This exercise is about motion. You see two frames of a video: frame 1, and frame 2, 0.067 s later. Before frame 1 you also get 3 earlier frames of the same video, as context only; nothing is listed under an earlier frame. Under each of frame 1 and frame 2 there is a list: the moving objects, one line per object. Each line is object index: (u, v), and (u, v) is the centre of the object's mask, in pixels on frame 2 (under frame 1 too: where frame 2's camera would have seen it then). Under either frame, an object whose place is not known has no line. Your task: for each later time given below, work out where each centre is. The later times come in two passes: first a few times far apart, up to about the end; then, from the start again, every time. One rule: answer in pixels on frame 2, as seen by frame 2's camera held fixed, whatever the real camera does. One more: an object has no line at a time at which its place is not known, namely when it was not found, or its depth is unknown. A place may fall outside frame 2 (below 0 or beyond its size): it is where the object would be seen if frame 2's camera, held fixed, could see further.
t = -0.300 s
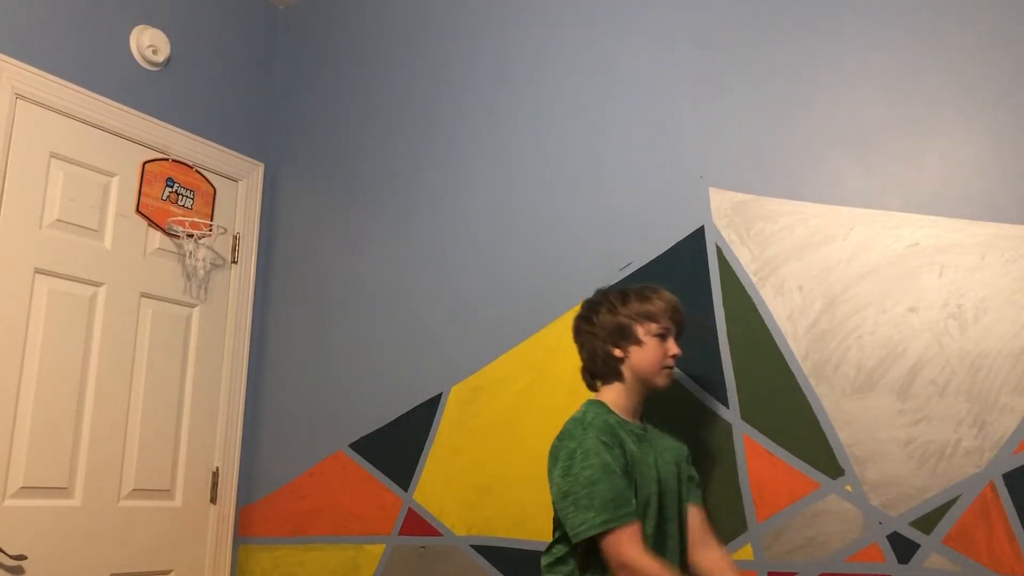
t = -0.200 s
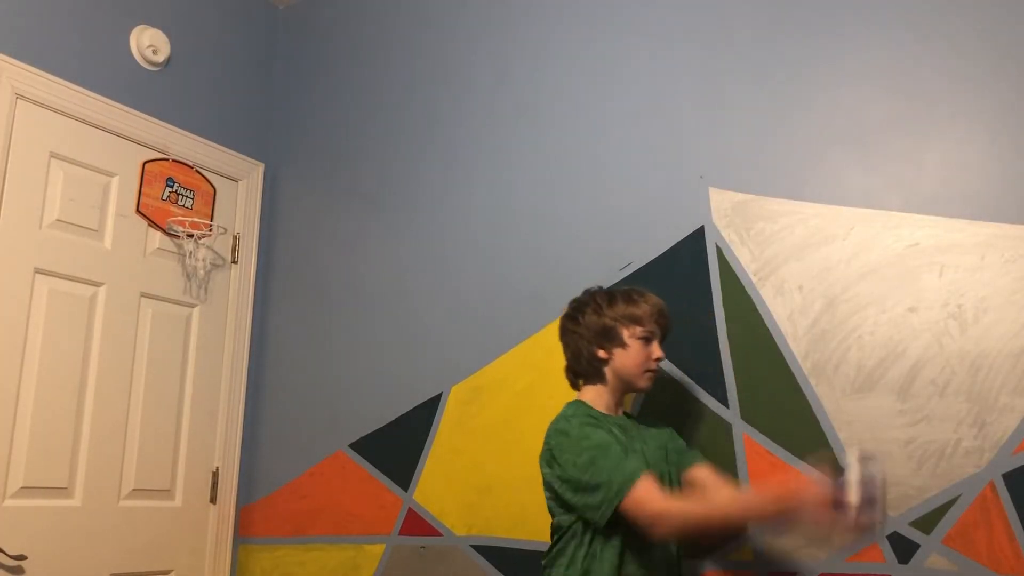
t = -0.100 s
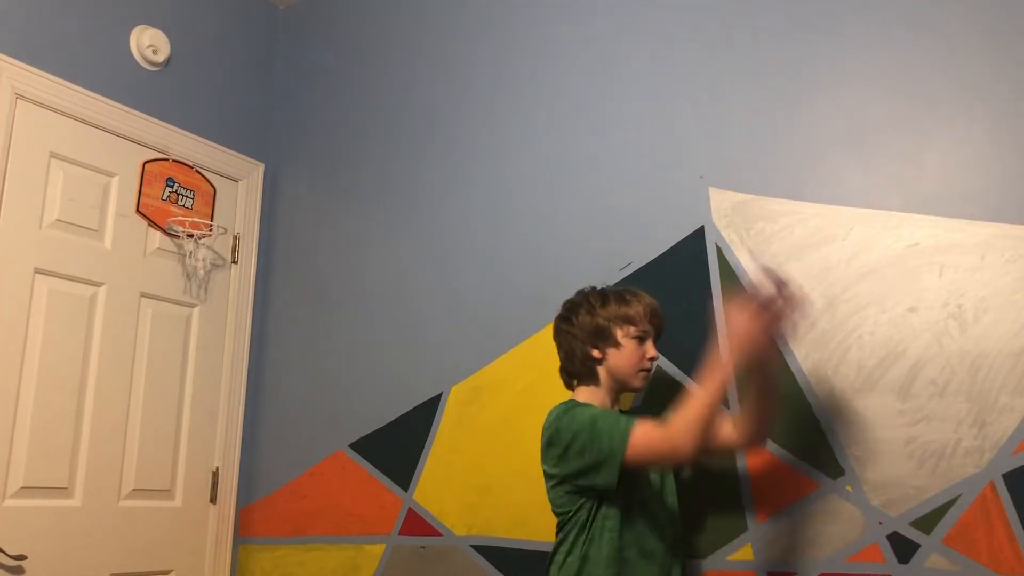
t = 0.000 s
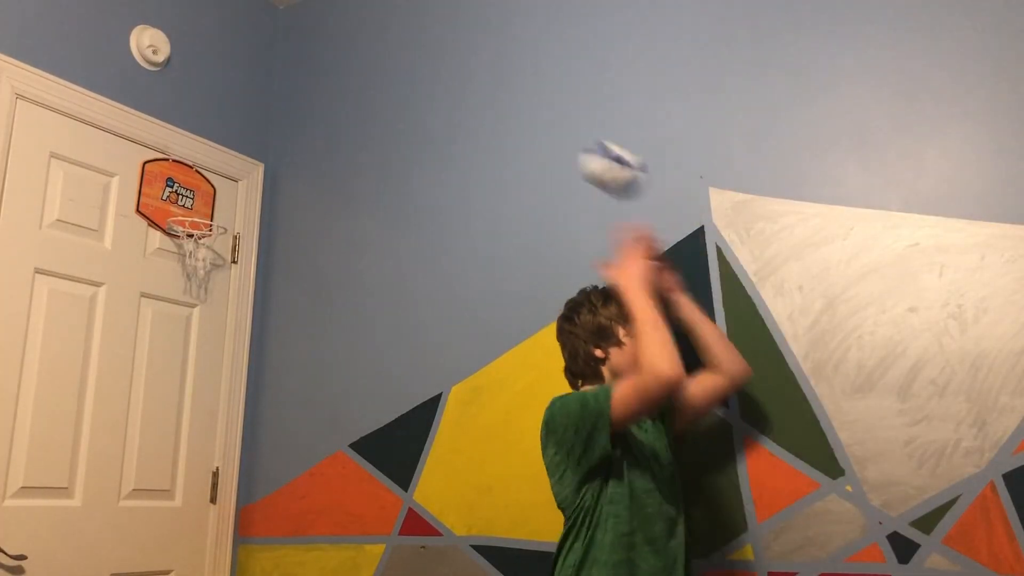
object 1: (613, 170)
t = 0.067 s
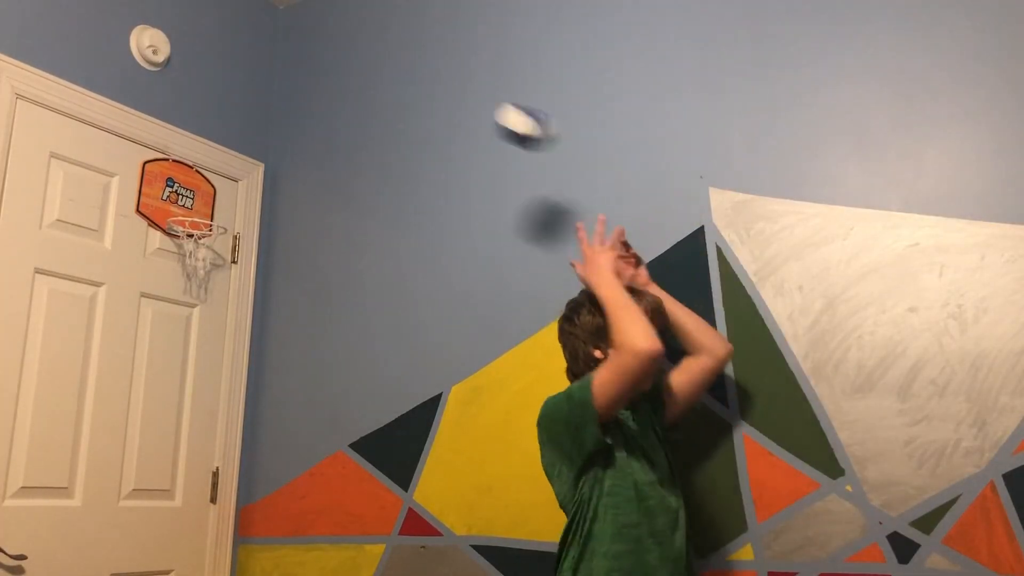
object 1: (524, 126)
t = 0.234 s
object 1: (347, 104)
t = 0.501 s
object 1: (199, 212)
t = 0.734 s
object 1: (181, 247)
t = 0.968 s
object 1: (129, 422)
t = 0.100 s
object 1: (484, 113)
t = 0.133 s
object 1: (449, 104)
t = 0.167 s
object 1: (415, 100)
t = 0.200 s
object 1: (382, 100)
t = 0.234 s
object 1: (347, 104)
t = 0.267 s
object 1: (315, 111)
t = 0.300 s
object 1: (286, 121)
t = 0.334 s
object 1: (257, 135)
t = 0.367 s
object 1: (227, 152)
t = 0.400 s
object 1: (200, 171)
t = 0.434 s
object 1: (176, 195)
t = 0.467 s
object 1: (184, 201)
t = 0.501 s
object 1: (199, 212)
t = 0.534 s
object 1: (208, 224)
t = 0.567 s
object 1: (210, 224)
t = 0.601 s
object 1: (206, 226)
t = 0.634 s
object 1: (195, 228)
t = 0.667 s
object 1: (190, 235)
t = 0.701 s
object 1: (183, 239)
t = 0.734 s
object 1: (181, 247)
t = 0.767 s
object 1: (177, 258)
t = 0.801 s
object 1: (170, 273)
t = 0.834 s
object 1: (163, 295)
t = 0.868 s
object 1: (156, 325)
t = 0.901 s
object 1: (149, 350)
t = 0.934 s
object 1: (141, 386)
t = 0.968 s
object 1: (129, 422)
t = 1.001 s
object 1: (123, 465)
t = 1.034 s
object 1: (112, 513)
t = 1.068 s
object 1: (104, 554)
